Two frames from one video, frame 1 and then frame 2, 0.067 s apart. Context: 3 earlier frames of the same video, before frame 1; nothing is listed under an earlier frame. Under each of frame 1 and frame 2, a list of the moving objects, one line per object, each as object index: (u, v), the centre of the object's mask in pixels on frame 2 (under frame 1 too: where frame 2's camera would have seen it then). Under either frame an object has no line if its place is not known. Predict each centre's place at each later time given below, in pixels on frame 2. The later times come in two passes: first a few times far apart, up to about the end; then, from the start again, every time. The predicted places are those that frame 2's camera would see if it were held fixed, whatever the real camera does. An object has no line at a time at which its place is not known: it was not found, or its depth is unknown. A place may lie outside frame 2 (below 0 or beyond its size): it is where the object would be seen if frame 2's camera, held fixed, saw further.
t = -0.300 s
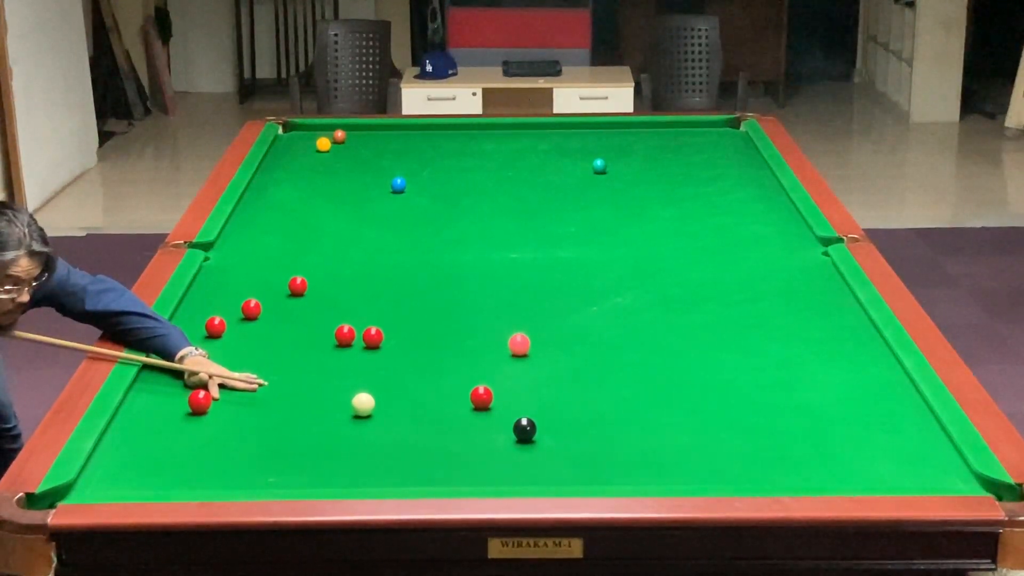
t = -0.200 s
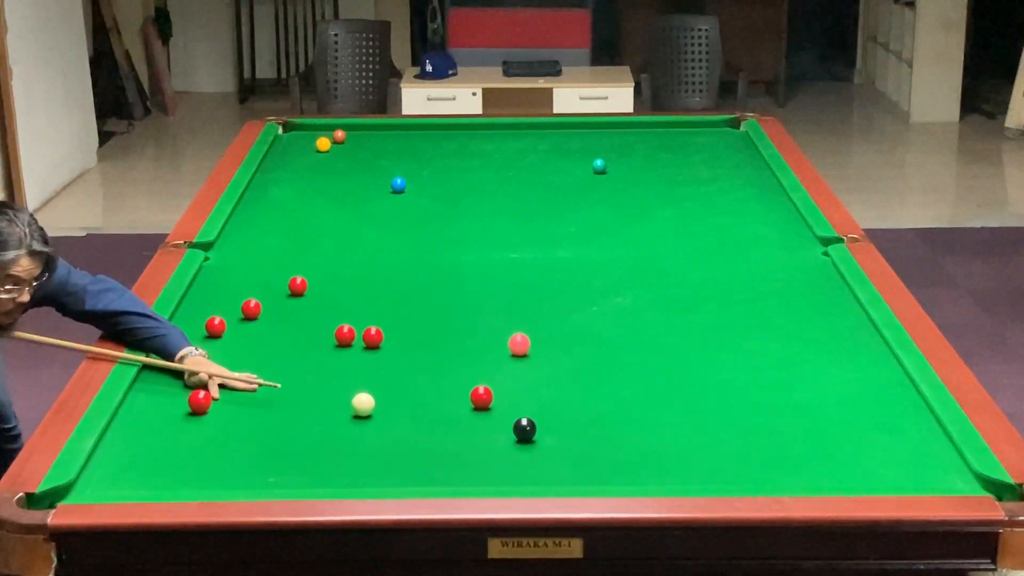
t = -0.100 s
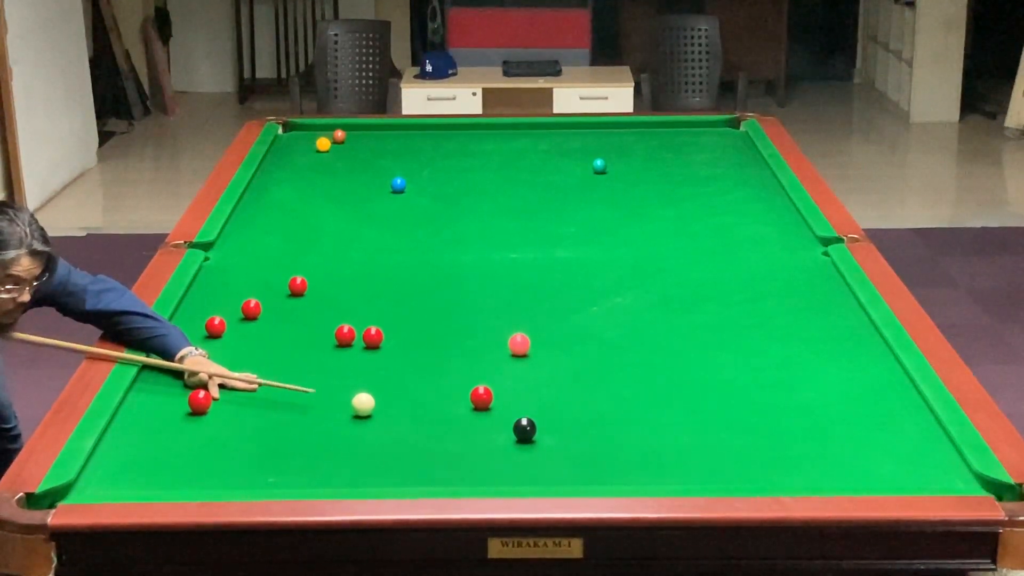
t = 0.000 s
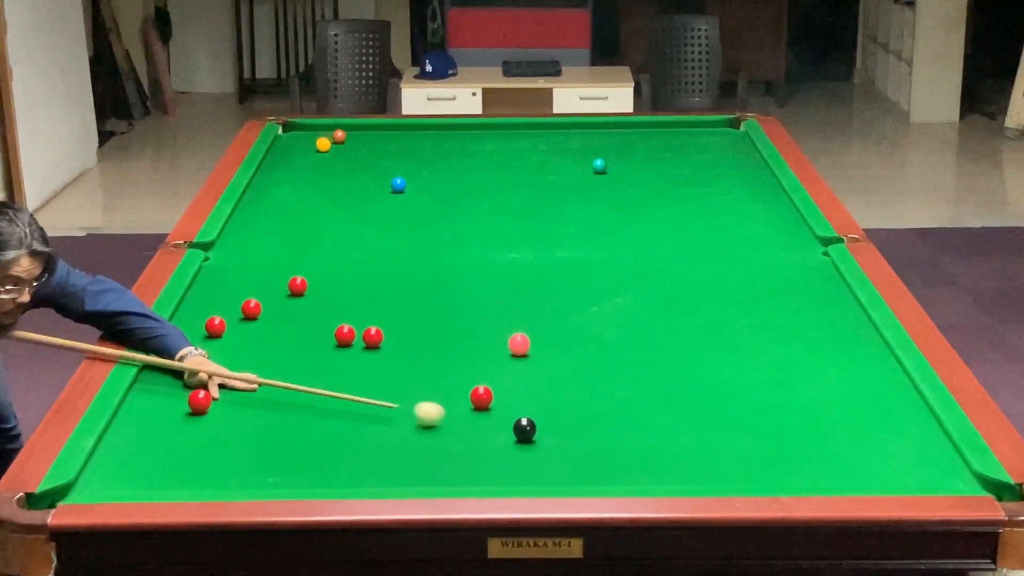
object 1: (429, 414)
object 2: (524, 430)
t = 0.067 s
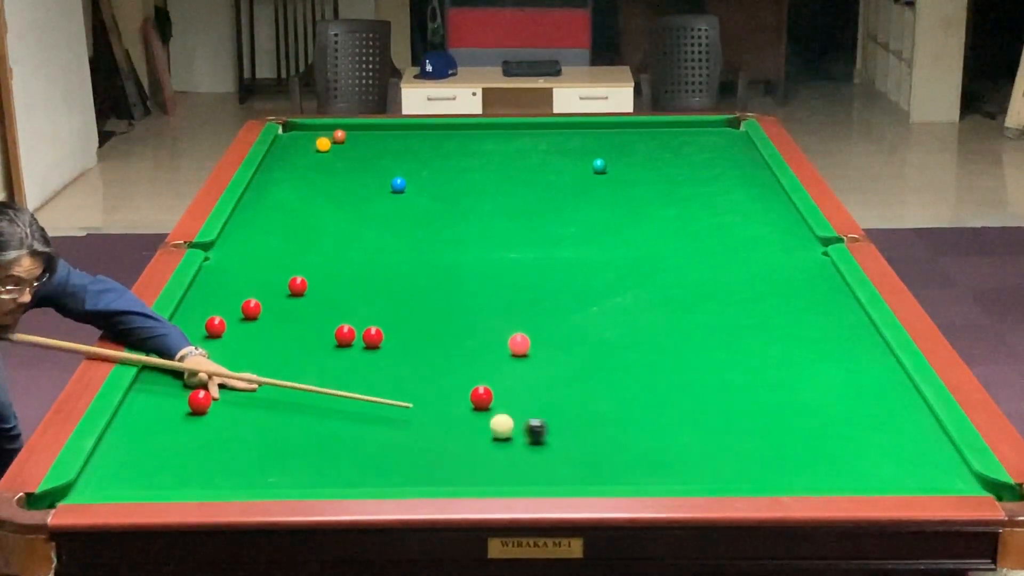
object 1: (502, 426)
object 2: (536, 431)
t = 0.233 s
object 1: (517, 435)
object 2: (736, 457)
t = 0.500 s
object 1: (592, 456)
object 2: (999, 497)
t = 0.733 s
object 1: (665, 474)
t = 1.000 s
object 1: (735, 475)
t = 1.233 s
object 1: (780, 466)
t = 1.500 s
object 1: (827, 452)
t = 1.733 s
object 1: (866, 441)
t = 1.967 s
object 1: (901, 431)
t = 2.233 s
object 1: (920, 421)
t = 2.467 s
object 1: (891, 413)
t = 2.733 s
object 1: (860, 406)
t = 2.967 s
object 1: (836, 400)
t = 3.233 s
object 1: (811, 394)
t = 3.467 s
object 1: (792, 389)
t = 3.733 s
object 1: (772, 384)
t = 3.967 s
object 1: (757, 380)
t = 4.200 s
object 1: (743, 377)
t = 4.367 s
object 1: (734, 375)
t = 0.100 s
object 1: (502, 428)
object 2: (576, 437)
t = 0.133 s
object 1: (504, 429)
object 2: (618, 442)
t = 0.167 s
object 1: (507, 431)
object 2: (657, 447)
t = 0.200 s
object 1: (511, 434)
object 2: (696, 451)
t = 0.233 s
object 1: (517, 435)
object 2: (736, 457)
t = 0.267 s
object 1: (524, 437)
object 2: (774, 462)
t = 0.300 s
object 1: (532, 440)
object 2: (811, 466)
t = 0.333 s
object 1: (542, 442)
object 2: (850, 471)
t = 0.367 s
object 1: (551, 445)
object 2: (884, 473)
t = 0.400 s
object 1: (562, 448)
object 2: (919, 476)
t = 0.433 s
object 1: (572, 450)
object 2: (955, 479)
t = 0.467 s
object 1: (582, 453)
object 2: (987, 486)
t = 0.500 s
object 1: (592, 456)
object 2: (999, 497)
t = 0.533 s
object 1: (603, 459)
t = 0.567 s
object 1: (613, 461)
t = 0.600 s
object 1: (623, 464)
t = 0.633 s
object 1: (634, 467)
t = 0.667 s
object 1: (644, 470)
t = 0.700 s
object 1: (655, 472)
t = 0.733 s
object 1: (665, 474)
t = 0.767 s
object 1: (676, 476)
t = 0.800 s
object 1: (686, 477)
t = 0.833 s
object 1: (697, 479)
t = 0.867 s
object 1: (708, 480)
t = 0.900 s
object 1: (715, 479)
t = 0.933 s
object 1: (722, 478)
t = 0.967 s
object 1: (729, 477)
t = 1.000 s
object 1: (735, 475)
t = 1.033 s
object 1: (742, 474)
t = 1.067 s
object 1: (748, 473)
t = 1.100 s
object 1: (755, 472)
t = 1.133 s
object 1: (762, 471)
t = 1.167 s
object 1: (768, 469)
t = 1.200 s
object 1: (774, 467)
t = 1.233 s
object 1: (780, 466)
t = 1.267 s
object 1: (786, 465)
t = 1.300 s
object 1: (792, 463)
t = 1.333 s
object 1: (799, 461)
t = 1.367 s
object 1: (804, 459)
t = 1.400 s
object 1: (810, 457)
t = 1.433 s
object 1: (816, 456)
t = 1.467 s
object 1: (822, 454)
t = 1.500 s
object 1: (827, 452)
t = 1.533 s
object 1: (833, 451)
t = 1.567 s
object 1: (839, 449)
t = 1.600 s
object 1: (844, 448)
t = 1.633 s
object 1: (850, 446)
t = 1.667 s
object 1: (855, 444)
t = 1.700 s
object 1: (860, 443)
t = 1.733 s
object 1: (866, 441)
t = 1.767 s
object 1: (871, 440)
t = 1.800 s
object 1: (876, 438)
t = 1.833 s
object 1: (881, 437)
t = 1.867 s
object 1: (886, 435)
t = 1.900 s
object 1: (891, 434)
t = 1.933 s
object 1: (896, 432)
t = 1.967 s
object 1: (901, 431)
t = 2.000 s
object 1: (905, 430)
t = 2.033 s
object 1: (910, 429)
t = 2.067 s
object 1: (915, 427)
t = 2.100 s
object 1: (920, 426)
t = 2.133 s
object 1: (924, 424)
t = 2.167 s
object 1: (928, 423)
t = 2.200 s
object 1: (925, 422)
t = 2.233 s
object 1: (920, 421)
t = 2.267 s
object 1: (916, 420)
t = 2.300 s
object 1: (912, 418)
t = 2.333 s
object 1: (907, 418)
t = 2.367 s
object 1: (903, 417)
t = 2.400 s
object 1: (899, 416)
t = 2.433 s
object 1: (895, 415)
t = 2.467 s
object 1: (891, 413)
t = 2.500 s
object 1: (887, 413)
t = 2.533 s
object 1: (883, 412)
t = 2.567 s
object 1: (879, 411)
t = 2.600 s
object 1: (875, 410)
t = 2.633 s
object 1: (871, 409)
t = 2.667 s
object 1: (868, 408)
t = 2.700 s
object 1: (864, 407)
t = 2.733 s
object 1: (860, 406)
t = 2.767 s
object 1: (857, 405)
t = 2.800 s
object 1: (853, 404)
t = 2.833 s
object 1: (850, 403)
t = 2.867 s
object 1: (846, 403)
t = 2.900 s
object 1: (843, 402)
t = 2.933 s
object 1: (840, 401)
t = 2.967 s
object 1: (836, 400)
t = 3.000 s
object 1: (833, 399)
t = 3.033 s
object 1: (830, 398)
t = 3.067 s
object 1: (827, 398)
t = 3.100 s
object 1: (824, 397)
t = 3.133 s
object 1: (820, 396)
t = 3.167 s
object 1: (818, 395)
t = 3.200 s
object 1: (814, 394)
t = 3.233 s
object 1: (811, 394)
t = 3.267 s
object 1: (809, 393)
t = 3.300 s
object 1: (806, 392)
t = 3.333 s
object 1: (803, 392)
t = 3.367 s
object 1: (800, 391)
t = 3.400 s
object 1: (797, 390)
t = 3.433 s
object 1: (795, 390)
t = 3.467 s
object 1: (792, 389)
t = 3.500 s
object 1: (789, 388)
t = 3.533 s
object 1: (787, 387)
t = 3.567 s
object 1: (784, 387)
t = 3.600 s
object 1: (782, 386)
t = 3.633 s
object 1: (779, 386)
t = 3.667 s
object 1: (777, 385)
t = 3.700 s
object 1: (775, 385)
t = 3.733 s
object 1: (772, 384)
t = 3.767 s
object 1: (770, 383)
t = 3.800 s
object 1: (767, 383)
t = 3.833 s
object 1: (765, 382)
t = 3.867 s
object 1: (763, 382)
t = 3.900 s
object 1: (761, 381)
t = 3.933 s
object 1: (759, 381)
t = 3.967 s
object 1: (757, 380)
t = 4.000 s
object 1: (755, 380)
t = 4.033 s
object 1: (753, 380)
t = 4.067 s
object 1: (751, 379)
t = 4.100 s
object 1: (749, 379)
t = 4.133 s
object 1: (747, 378)
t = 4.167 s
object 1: (745, 378)
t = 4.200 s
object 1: (743, 377)
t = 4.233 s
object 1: (741, 377)
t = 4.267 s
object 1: (739, 377)
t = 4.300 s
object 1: (738, 376)
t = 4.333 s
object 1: (736, 376)
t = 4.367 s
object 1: (734, 375)
